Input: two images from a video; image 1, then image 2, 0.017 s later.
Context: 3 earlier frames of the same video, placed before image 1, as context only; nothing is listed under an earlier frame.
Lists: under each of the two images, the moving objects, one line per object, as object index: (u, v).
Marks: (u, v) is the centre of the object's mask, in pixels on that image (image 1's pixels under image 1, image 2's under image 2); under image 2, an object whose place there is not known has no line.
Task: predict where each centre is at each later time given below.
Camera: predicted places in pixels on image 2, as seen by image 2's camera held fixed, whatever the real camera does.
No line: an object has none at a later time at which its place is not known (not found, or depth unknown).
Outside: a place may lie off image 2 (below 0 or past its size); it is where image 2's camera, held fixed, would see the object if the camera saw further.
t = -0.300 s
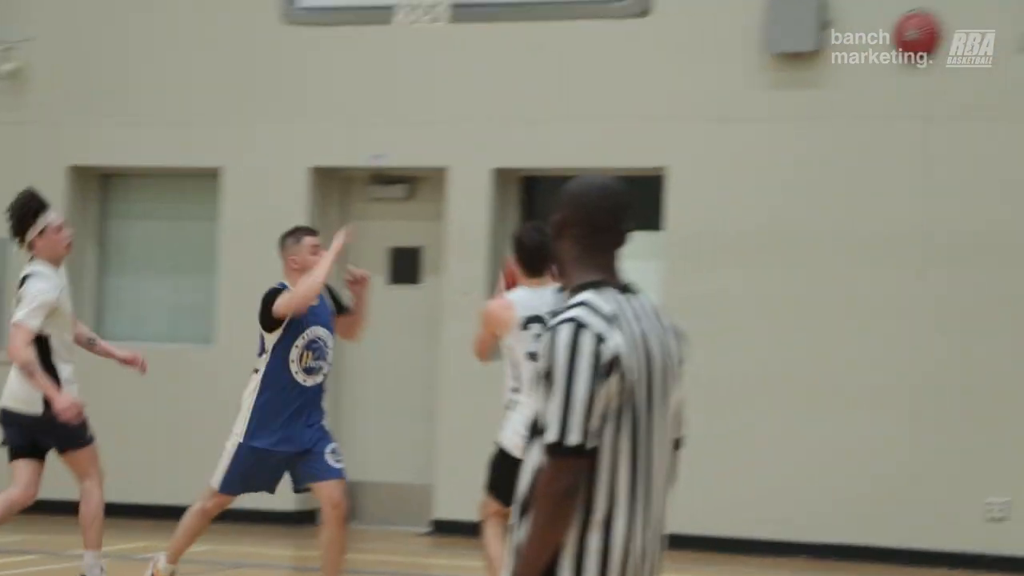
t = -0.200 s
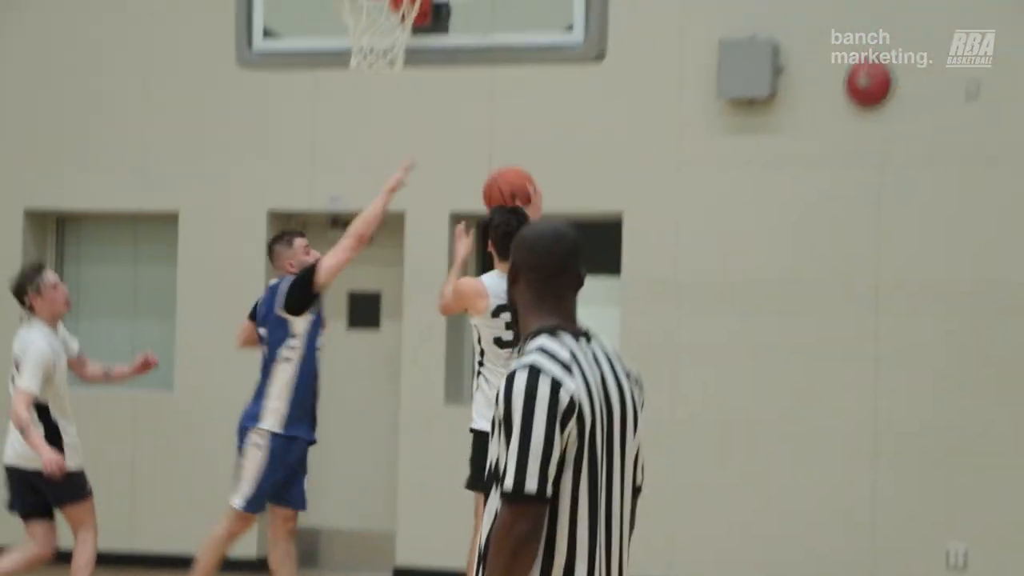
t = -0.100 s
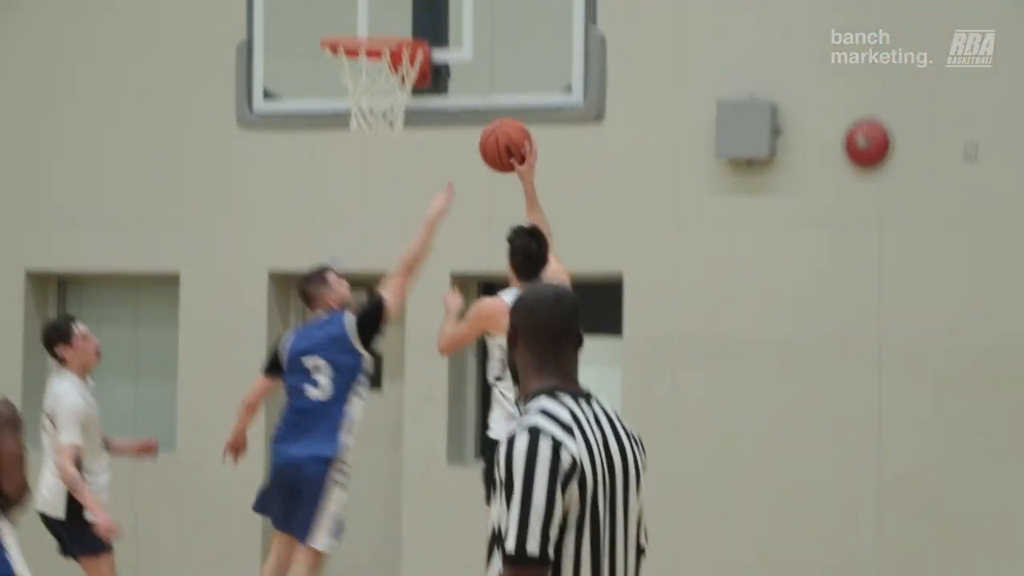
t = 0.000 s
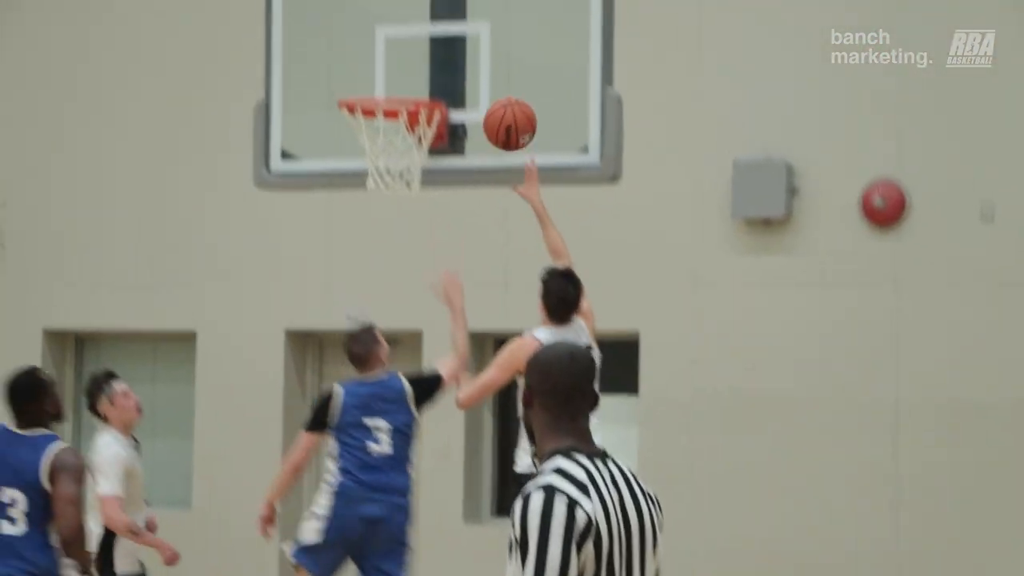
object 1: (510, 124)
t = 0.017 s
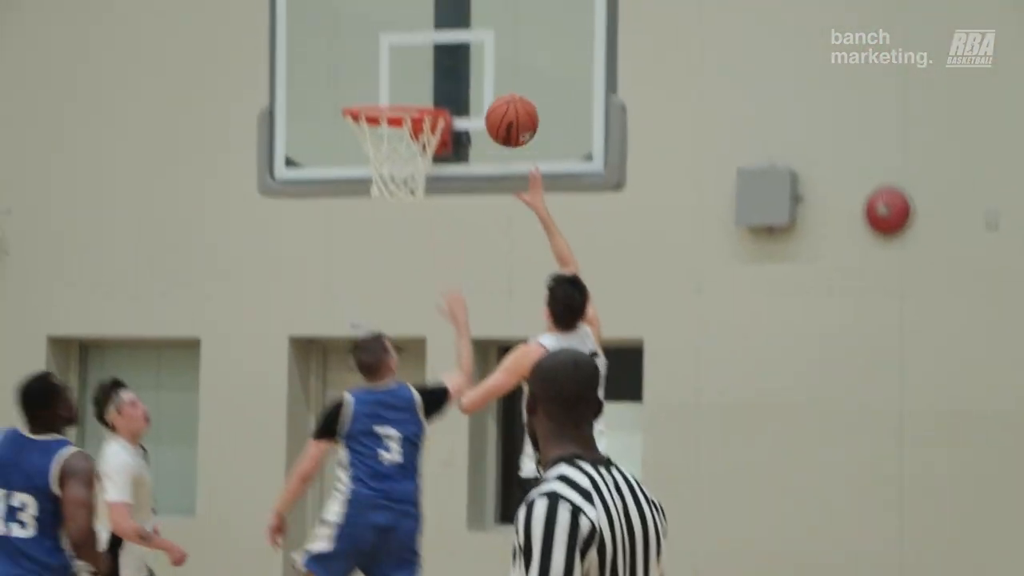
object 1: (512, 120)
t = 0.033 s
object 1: (509, 110)
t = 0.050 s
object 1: (507, 100)
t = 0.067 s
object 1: (505, 90)
